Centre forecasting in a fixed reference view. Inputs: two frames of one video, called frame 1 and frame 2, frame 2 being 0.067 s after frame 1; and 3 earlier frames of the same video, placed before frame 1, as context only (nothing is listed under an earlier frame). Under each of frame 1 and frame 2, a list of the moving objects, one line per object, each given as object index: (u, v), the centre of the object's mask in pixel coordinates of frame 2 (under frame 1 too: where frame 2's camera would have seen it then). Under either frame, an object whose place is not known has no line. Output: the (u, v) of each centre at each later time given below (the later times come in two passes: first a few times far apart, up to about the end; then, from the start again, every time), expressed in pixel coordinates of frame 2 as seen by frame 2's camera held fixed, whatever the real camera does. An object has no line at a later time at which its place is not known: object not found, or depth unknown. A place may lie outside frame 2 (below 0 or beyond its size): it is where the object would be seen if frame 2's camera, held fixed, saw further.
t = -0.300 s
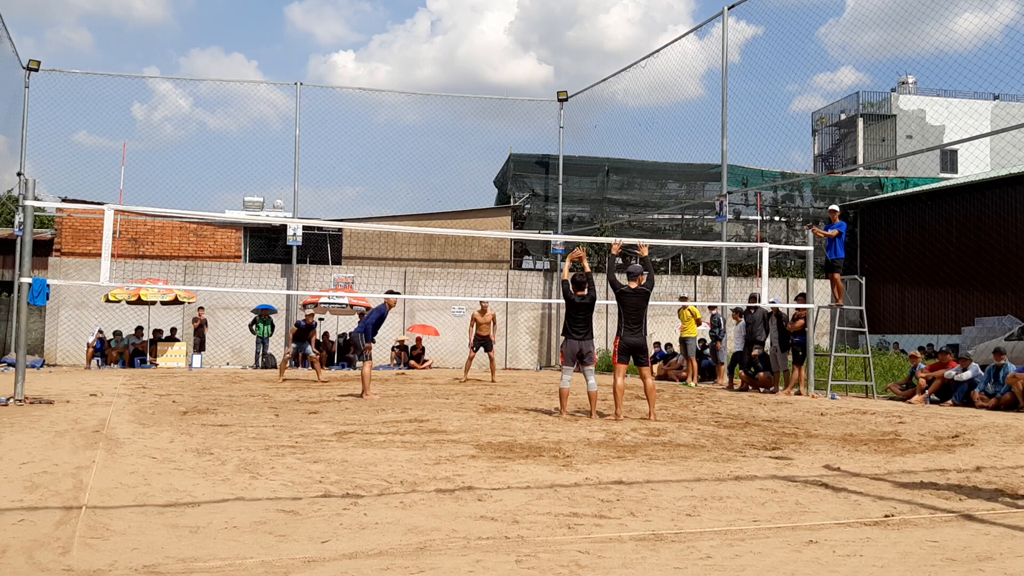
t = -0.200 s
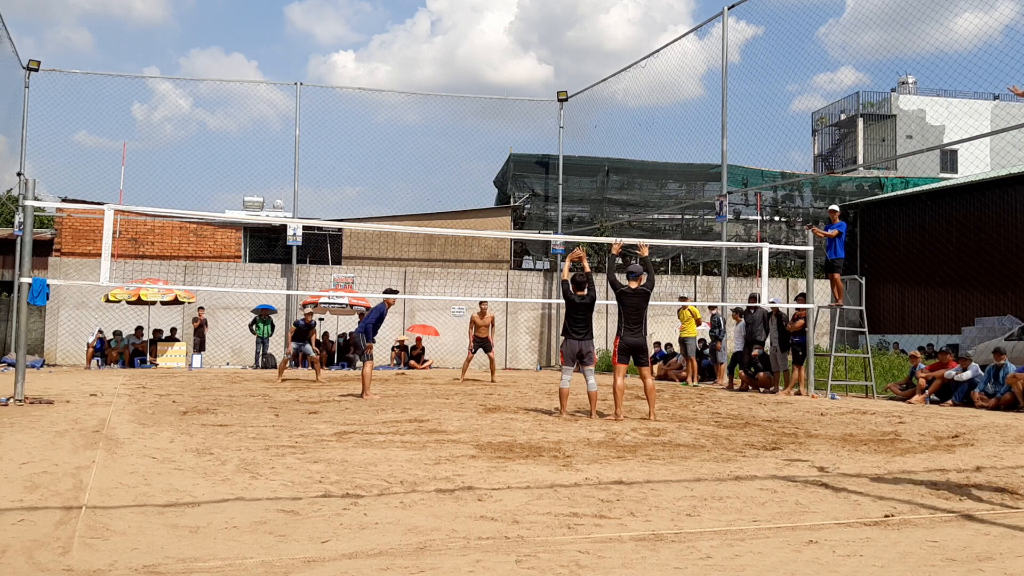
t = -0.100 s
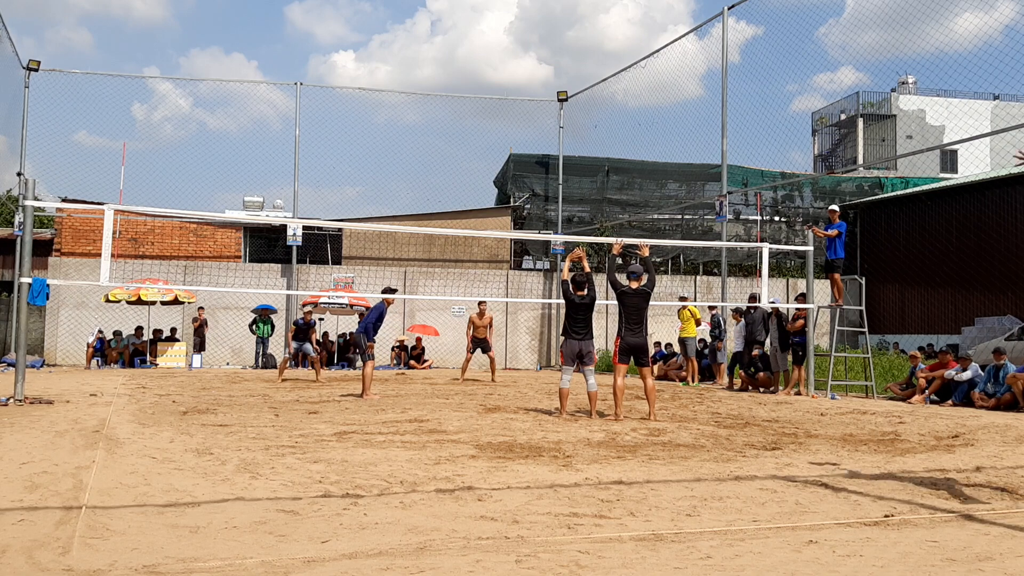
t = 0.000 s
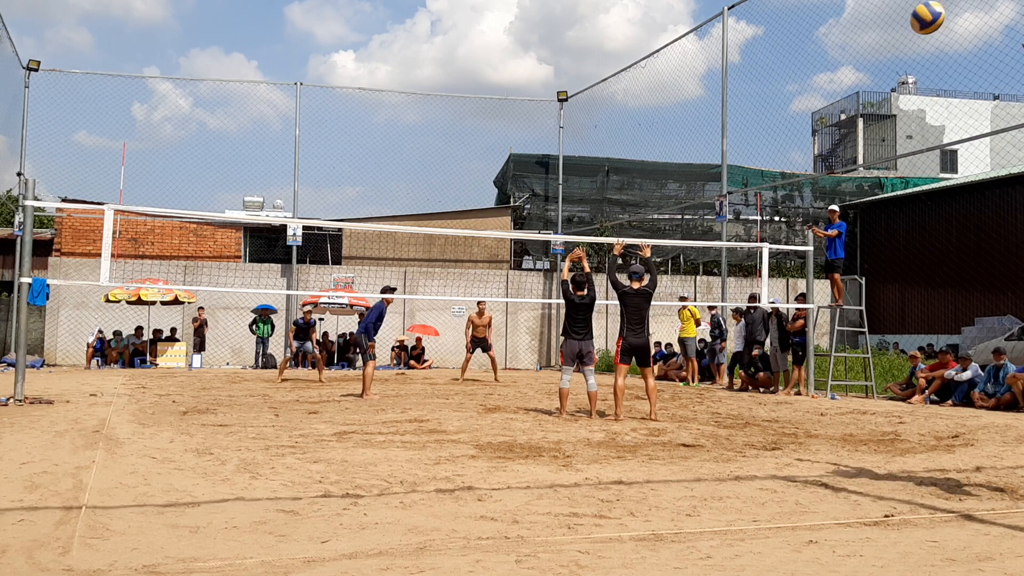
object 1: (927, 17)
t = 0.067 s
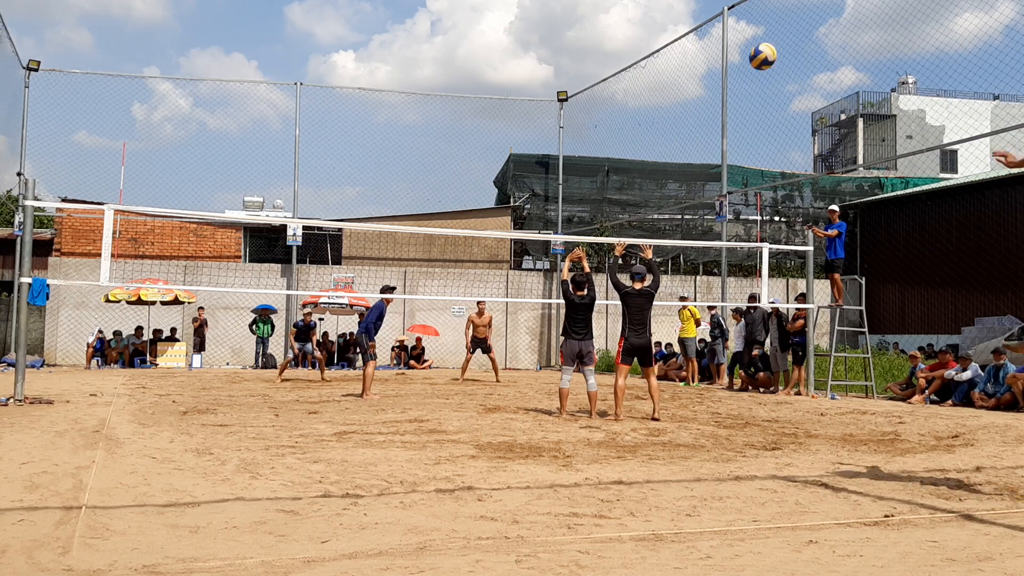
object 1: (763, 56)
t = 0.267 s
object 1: (490, 150)
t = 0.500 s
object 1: (324, 243)
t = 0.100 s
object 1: (700, 74)
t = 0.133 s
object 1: (646, 90)
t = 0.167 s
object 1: (600, 105)
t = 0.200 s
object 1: (559, 121)
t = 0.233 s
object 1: (523, 135)
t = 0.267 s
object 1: (490, 150)
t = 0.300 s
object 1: (460, 163)
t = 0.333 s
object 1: (433, 176)
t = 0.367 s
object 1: (408, 190)
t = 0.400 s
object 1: (385, 203)
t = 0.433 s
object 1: (363, 216)
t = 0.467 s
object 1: (343, 232)
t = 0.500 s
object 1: (324, 243)
